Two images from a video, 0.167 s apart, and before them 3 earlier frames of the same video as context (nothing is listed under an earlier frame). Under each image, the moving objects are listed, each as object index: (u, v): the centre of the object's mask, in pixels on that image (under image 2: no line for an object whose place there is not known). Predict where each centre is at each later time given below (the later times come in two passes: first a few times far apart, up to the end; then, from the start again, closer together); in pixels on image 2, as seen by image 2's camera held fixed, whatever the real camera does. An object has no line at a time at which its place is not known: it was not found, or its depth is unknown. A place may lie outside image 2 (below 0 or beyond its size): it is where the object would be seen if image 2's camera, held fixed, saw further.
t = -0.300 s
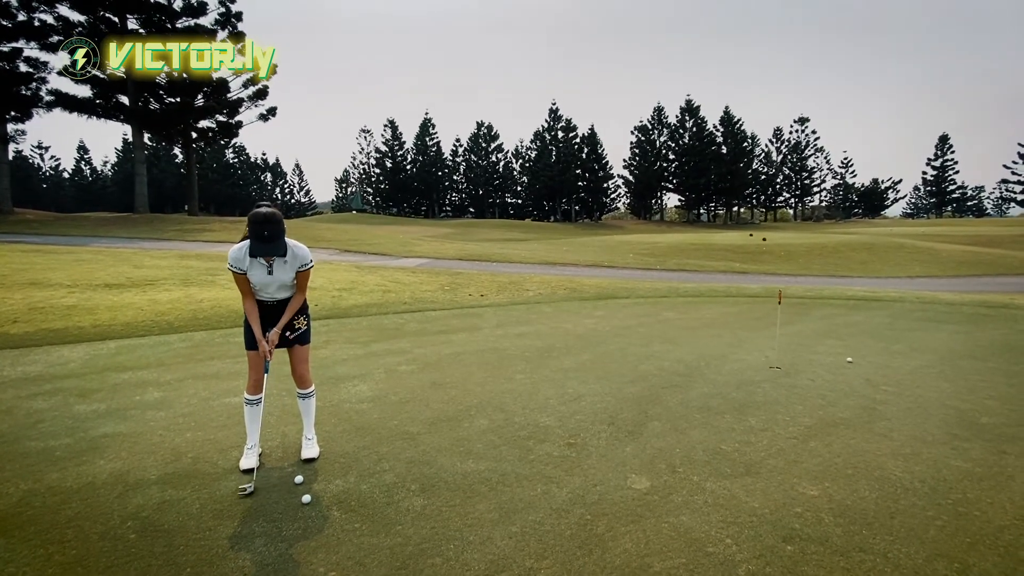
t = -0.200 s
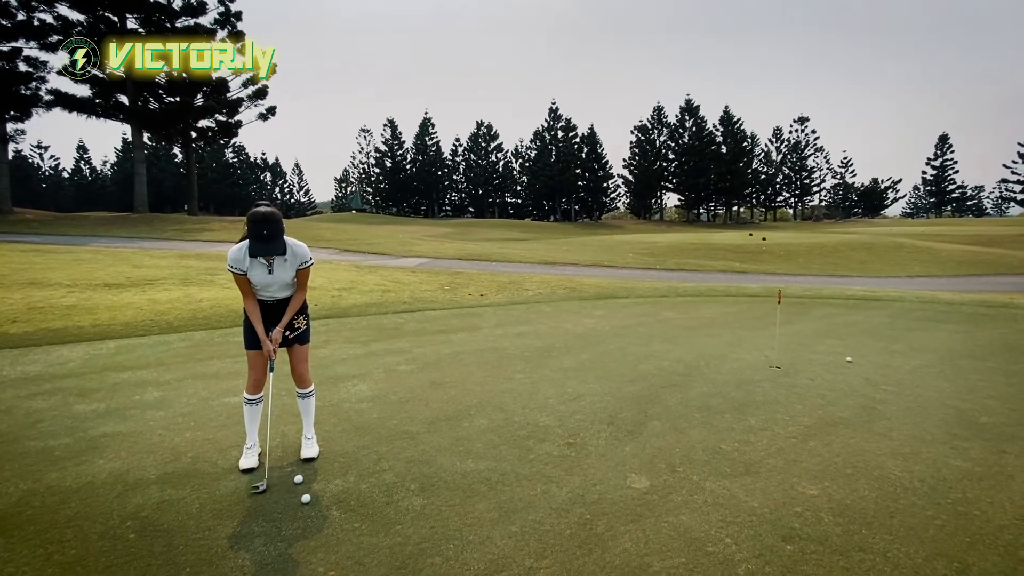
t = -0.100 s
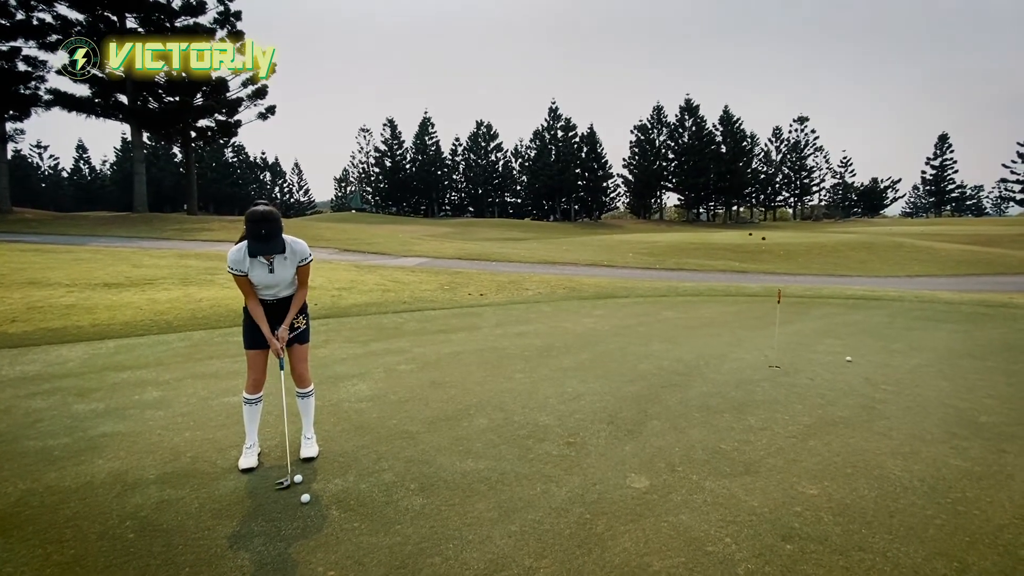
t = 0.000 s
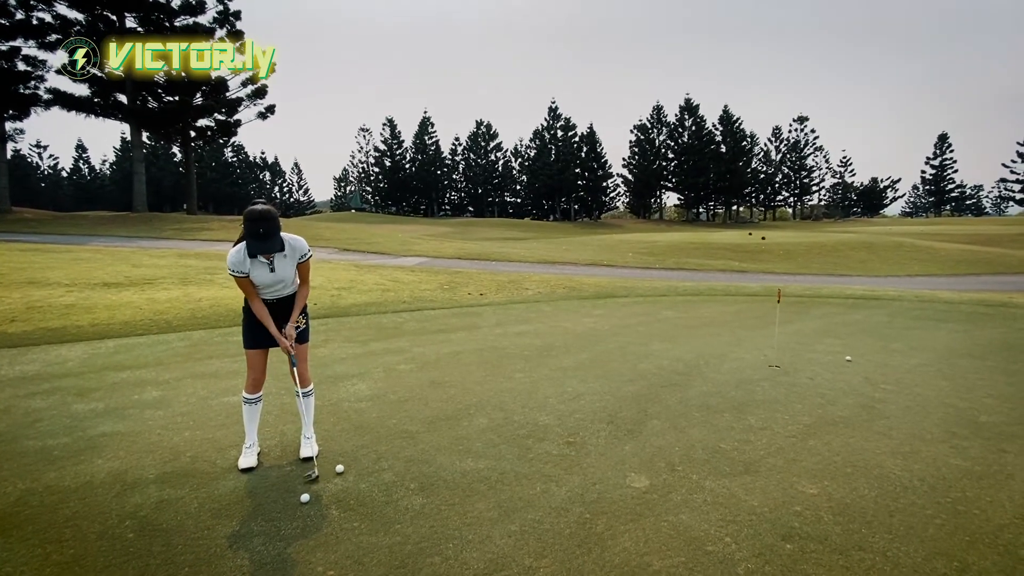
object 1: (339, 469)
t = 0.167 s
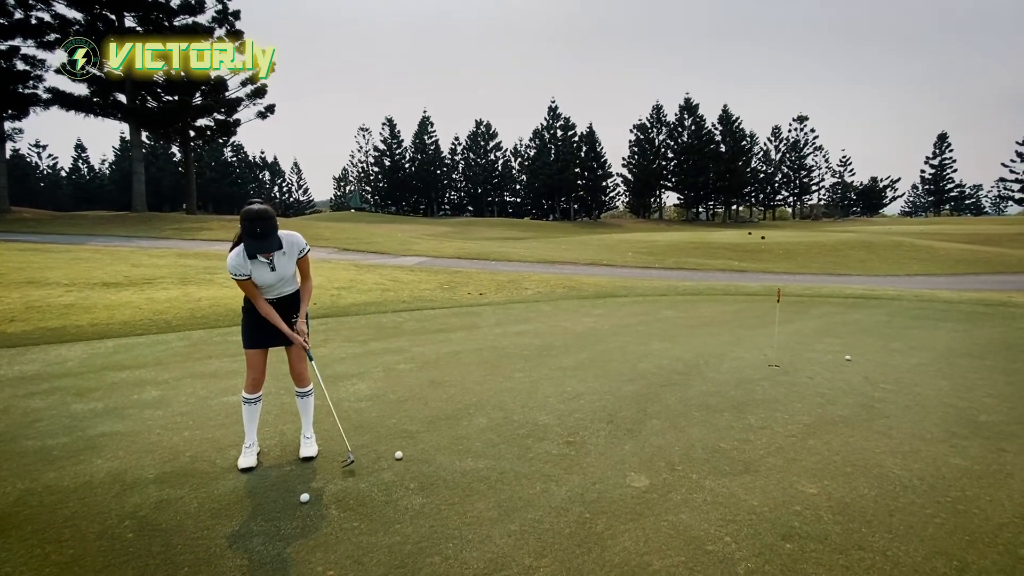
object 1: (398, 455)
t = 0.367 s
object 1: (453, 442)
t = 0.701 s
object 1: (527, 425)
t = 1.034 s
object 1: (587, 412)
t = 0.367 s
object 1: (453, 442)
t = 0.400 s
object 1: (462, 440)
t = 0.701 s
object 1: (527, 425)
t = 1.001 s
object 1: (581, 413)
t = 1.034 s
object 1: (587, 412)
